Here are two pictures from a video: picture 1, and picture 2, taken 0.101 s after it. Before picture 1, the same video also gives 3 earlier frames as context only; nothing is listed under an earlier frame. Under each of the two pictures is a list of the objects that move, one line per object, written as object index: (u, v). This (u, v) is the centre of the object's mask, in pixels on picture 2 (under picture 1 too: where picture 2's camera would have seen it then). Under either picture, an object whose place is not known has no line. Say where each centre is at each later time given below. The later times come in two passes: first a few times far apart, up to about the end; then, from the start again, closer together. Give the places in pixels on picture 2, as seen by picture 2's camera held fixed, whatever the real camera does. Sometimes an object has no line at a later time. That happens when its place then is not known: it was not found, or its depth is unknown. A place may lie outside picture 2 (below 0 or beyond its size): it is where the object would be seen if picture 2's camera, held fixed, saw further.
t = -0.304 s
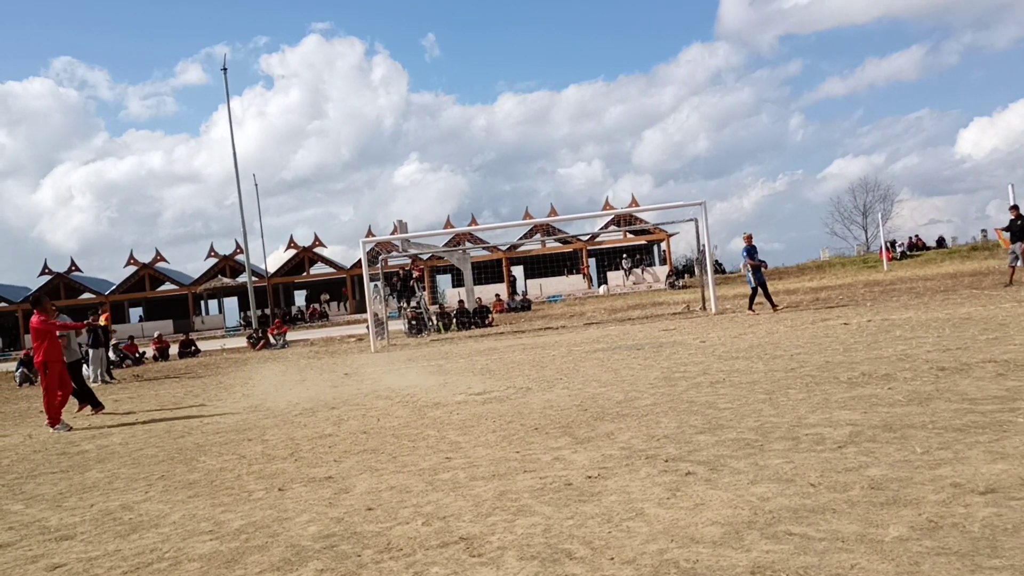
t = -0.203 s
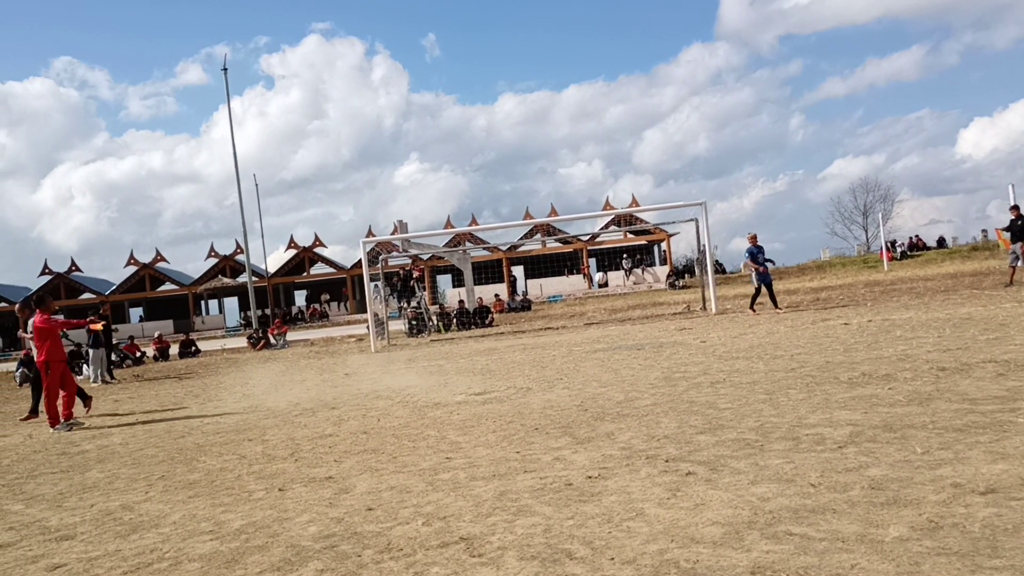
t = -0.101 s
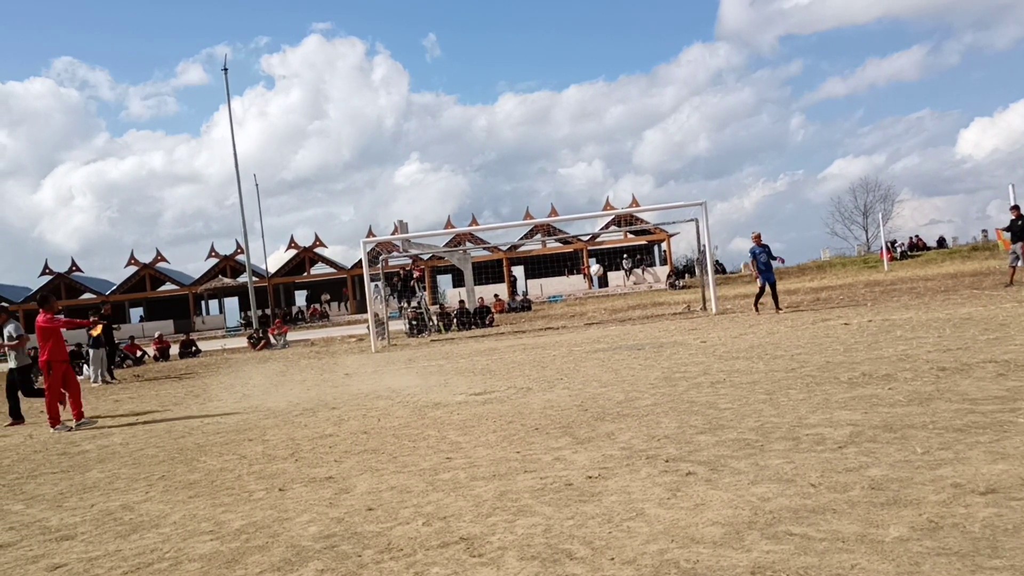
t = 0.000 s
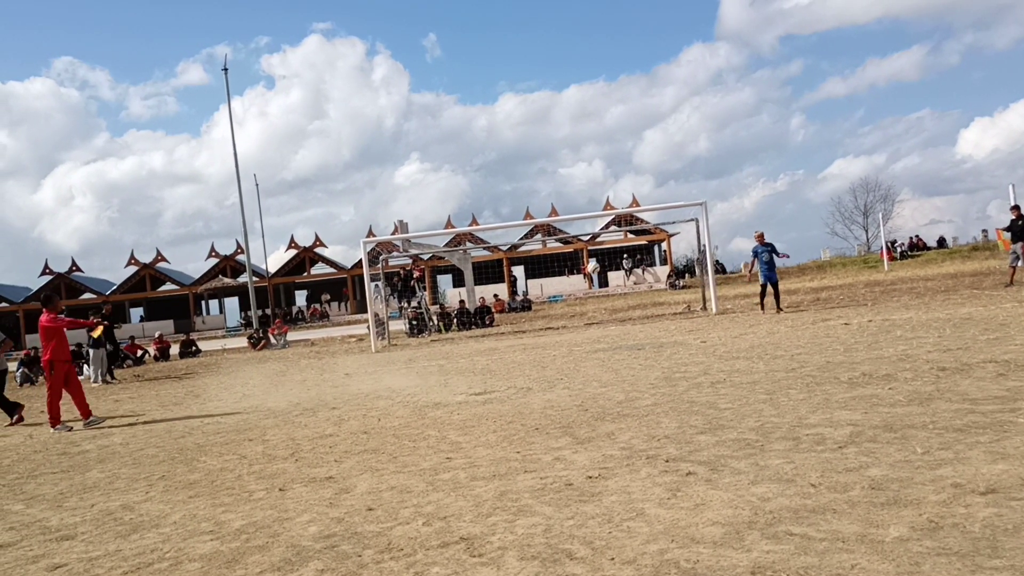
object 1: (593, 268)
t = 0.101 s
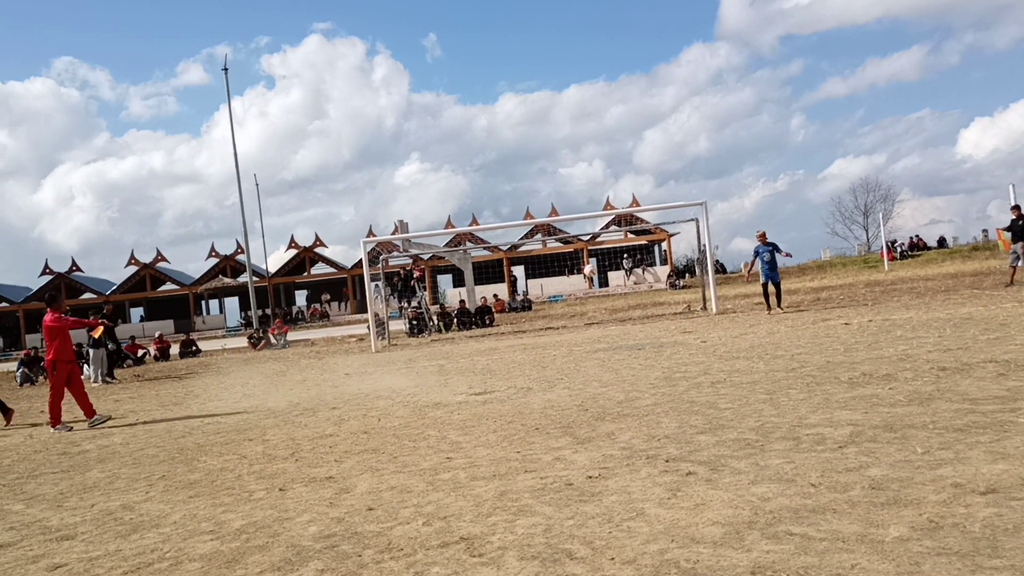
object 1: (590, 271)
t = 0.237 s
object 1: (587, 284)
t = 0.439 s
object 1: (583, 324)
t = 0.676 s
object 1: (571, 310)
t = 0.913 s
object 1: (560, 293)
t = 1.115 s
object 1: (551, 305)
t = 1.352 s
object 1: (544, 354)
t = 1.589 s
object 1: (526, 324)
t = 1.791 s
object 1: (512, 325)
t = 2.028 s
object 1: (500, 368)
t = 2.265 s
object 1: (480, 339)
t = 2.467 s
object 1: (466, 348)
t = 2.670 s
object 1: (453, 381)
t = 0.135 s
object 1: (589, 273)
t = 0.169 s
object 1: (587, 276)
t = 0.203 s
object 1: (588, 280)
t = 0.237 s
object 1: (587, 284)
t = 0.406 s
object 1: (582, 315)
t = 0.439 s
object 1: (583, 324)
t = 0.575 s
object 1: (578, 327)
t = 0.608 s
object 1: (575, 320)
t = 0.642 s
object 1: (573, 314)
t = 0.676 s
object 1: (571, 310)
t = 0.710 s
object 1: (570, 305)
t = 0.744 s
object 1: (569, 301)
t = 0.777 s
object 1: (565, 298)
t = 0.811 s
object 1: (564, 296)
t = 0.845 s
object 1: (564, 295)
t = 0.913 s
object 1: (560, 293)
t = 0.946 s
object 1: (558, 294)
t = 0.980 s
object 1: (557, 295)
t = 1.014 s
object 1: (555, 296)
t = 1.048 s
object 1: (553, 298)
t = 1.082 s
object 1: (552, 301)
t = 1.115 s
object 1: (551, 305)
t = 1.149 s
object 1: (549, 309)
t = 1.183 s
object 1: (547, 315)
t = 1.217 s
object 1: (548, 322)
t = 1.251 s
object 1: (546, 329)
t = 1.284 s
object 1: (546, 337)
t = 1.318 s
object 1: (544, 346)
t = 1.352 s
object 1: (544, 354)
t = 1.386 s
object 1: (541, 348)
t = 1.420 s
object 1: (539, 342)
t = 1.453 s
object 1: (536, 337)
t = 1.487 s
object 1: (534, 332)
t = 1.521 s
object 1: (530, 328)
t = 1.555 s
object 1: (528, 325)
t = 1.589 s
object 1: (526, 324)
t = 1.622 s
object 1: (524, 321)
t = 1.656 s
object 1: (521, 320)
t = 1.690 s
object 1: (519, 321)
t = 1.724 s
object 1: (517, 322)
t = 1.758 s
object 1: (515, 323)
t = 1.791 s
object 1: (512, 325)
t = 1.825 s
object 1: (511, 330)
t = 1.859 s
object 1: (509, 334)
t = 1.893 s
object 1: (508, 338)
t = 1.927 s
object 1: (505, 345)
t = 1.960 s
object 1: (504, 352)
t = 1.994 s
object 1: (502, 360)
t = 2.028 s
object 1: (500, 368)
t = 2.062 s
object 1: (497, 363)
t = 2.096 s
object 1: (494, 357)
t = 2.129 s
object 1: (492, 351)
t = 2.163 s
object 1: (489, 347)
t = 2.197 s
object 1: (486, 344)
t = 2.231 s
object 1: (483, 341)
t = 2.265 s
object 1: (480, 339)
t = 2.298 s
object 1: (478, 338)
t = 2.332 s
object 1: (475, 339)
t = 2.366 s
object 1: (473, 340)
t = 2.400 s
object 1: (471, 341)
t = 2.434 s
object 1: (468, 344)
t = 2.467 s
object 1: (466, 348)
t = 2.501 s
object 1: (464, 353)
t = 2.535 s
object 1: (462, 359)
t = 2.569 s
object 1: (460, 365)
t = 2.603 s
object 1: (457, 374)
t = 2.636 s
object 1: (456, 383)
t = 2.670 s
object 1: (453, 381)
